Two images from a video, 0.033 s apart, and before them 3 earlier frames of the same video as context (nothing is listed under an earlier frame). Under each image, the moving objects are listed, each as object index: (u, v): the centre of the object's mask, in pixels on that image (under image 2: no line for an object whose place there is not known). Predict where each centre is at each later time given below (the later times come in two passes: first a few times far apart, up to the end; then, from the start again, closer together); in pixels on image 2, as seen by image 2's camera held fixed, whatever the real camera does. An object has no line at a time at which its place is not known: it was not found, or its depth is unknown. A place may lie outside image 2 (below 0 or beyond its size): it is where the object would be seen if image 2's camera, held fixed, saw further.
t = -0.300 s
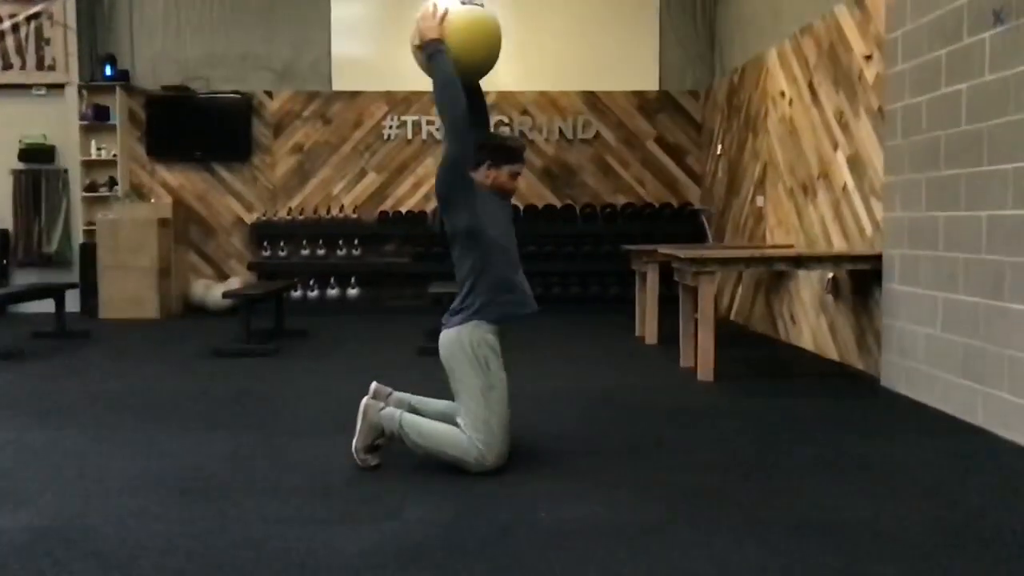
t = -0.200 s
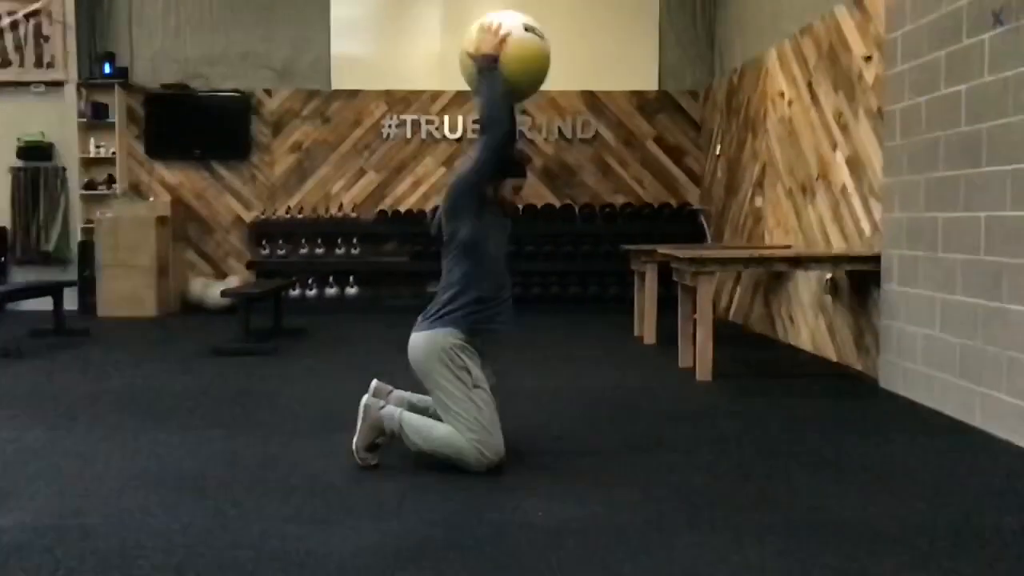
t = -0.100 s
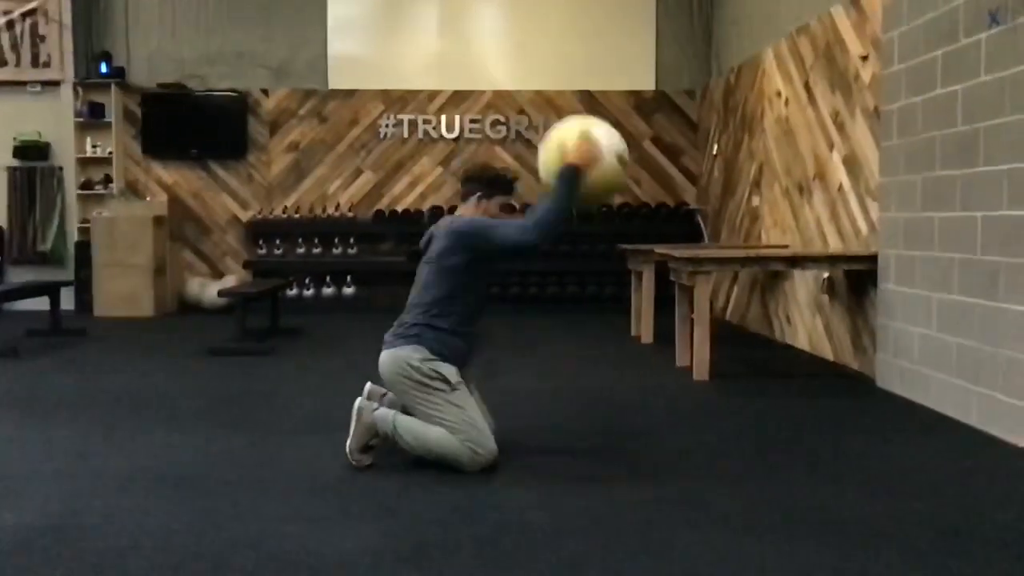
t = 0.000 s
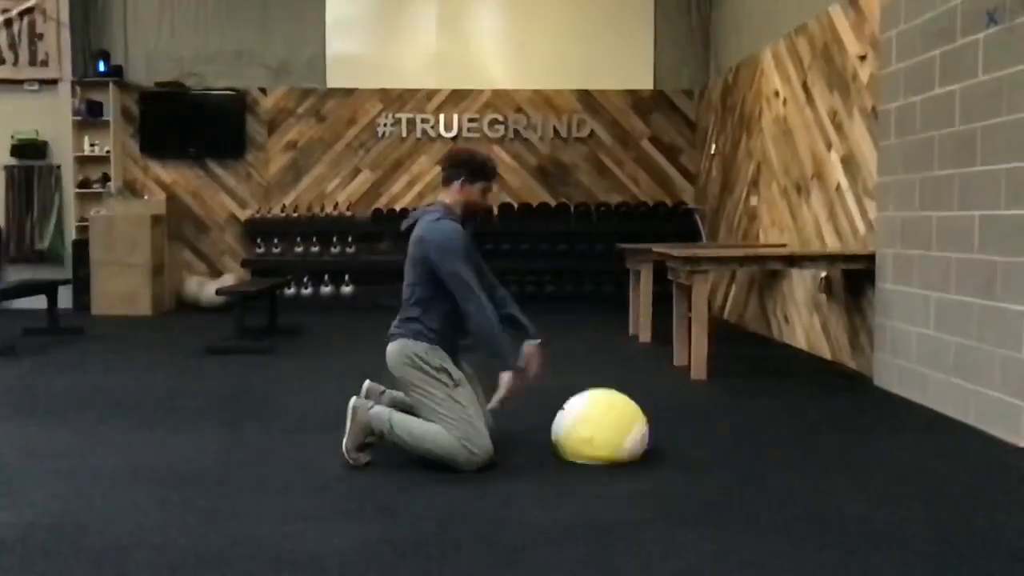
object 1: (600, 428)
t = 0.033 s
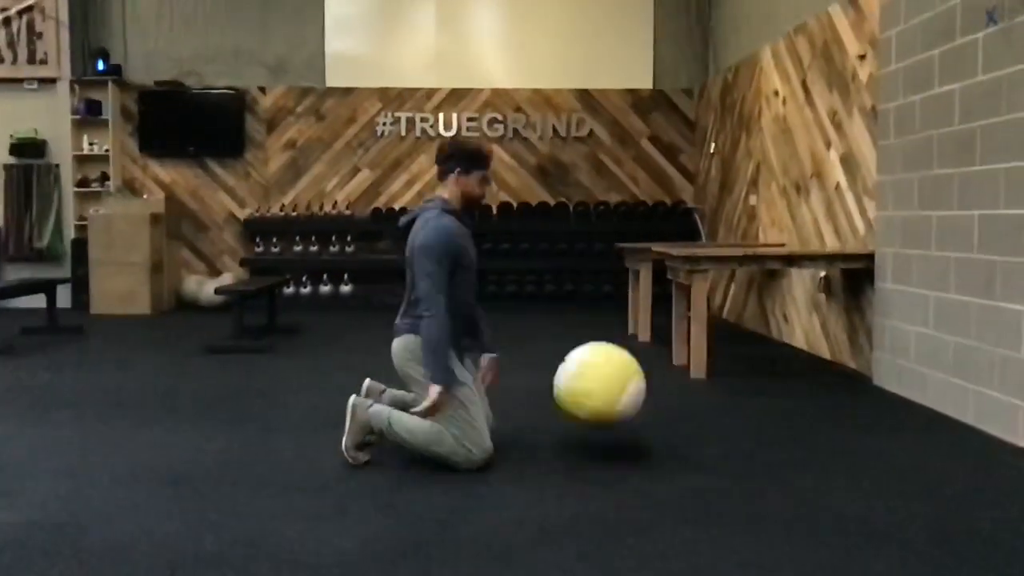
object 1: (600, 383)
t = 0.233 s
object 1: (605, 167)
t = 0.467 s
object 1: (612, 32)
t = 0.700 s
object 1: (617, 24)
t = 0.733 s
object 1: (618, 31)
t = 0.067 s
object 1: (600, 341)
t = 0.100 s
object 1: (601, 301)
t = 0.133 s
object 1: (601, 266)
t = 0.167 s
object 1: (602, 232)
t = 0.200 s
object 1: (604, 199)
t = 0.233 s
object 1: (605, 167)
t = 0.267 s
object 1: (607, 135)
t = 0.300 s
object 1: (607, 112)
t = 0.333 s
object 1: (609, 92)
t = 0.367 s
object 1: (610, 71)
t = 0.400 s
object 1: (610, 53)
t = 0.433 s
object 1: (611, 40)
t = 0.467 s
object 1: (612, 32)
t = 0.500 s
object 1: (612, 27)
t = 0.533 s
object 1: (614, 23)
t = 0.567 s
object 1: (614, 20)
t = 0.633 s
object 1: (616, 19)
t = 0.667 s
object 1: (617, 21)
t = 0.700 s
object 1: (617, 24)
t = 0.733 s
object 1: (618, 31)
